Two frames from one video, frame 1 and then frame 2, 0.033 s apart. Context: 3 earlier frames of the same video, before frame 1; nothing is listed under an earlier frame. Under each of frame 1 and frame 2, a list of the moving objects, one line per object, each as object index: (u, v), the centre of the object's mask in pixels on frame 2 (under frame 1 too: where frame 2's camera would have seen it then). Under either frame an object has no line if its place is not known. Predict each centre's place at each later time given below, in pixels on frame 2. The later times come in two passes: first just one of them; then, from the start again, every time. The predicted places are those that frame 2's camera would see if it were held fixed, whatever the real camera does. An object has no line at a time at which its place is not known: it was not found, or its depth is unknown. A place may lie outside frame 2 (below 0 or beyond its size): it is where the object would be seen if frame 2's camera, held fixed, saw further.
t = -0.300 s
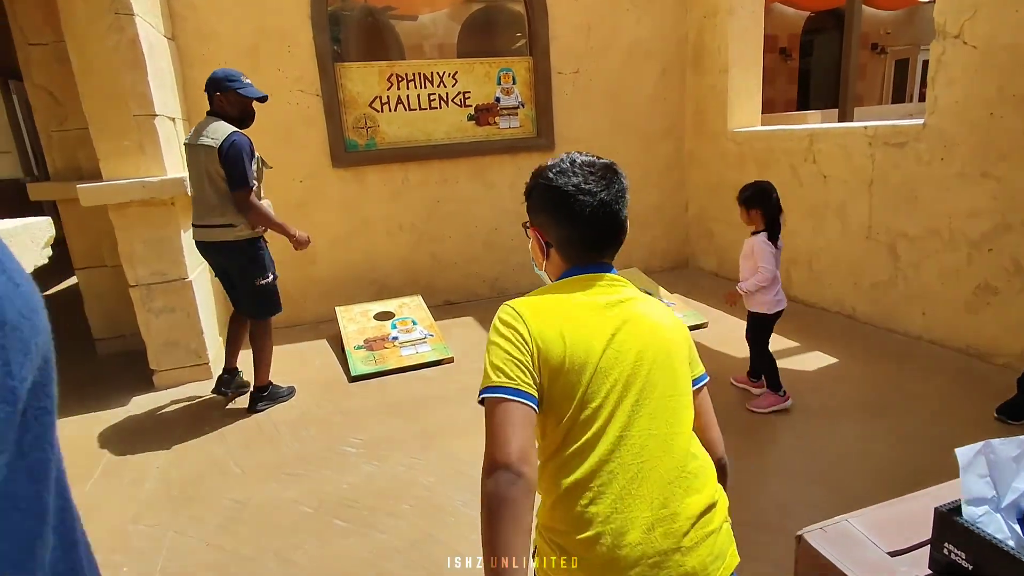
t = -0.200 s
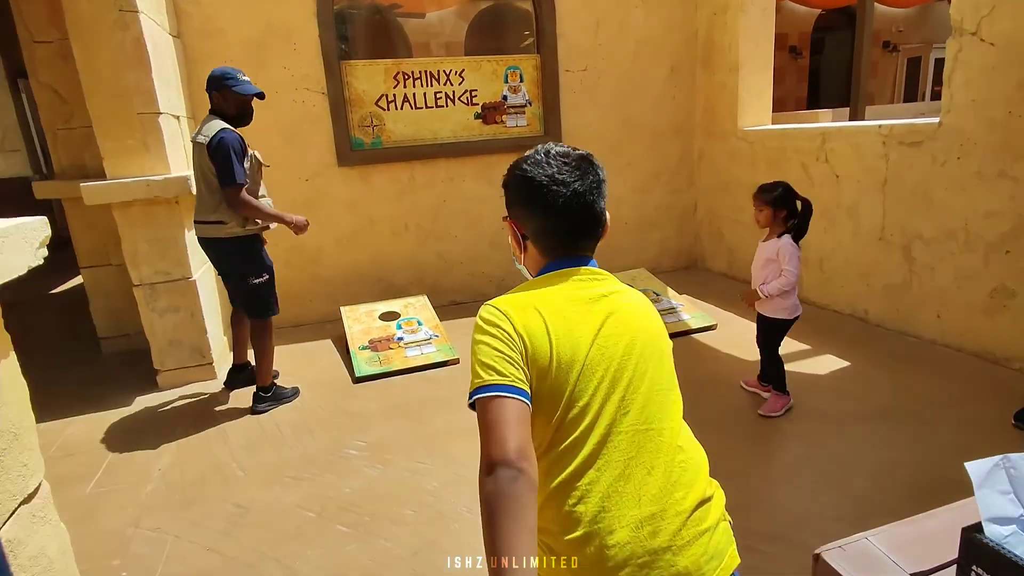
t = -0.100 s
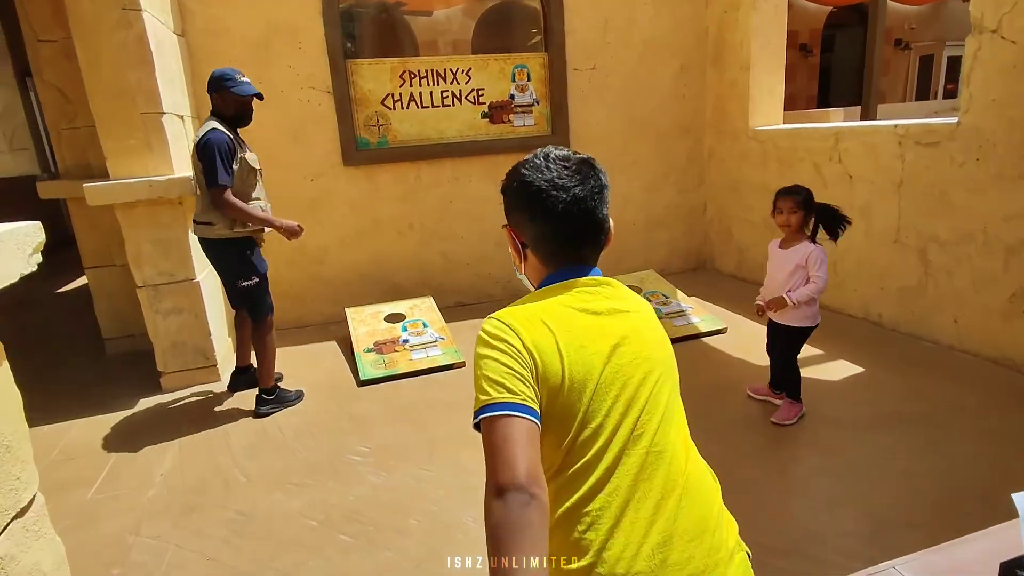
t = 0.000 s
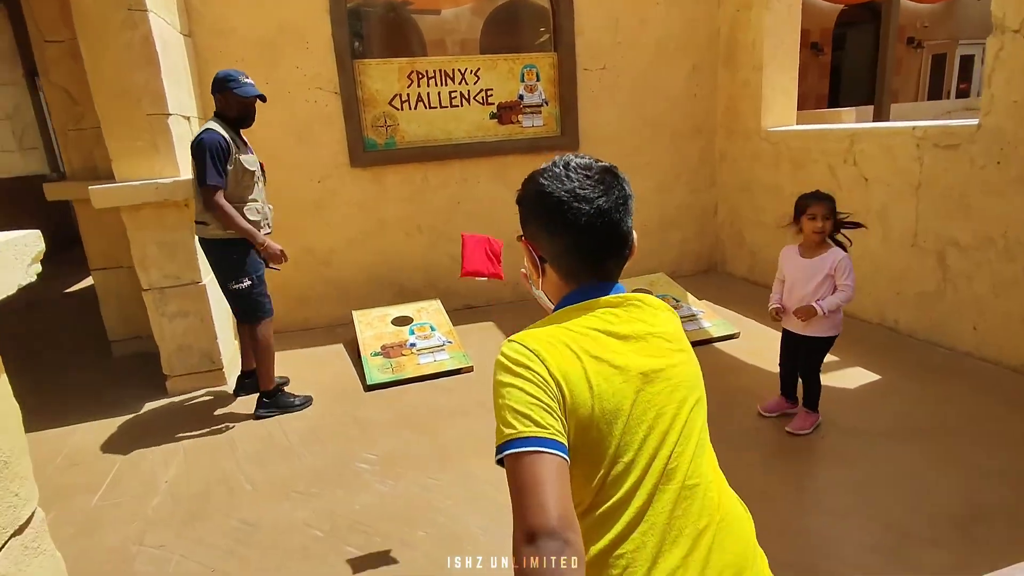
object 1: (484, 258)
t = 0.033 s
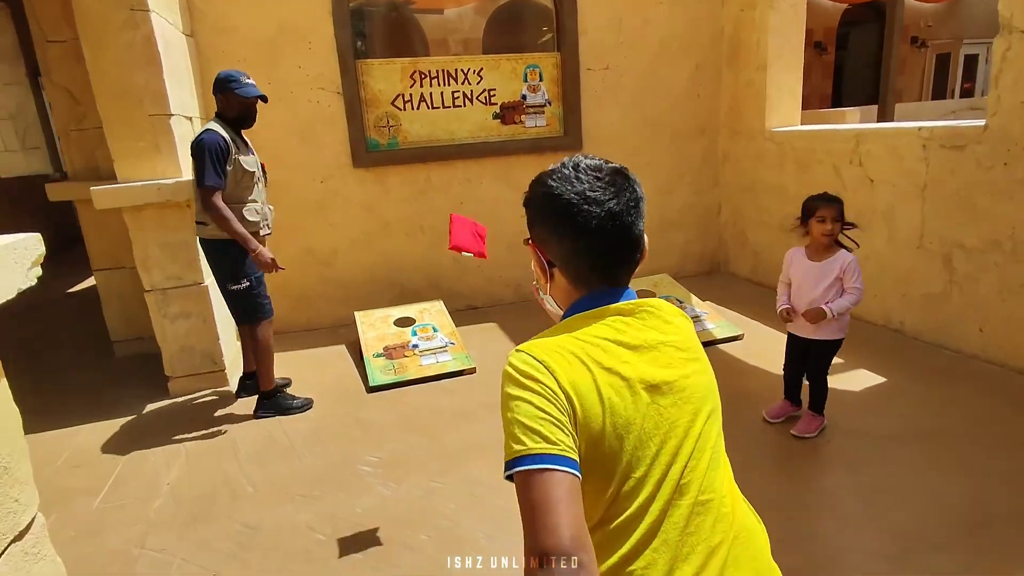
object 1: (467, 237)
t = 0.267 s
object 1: (391, 191)
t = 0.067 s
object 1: (452, 220)
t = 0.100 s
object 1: (439, 208)
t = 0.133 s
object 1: (426, 200)
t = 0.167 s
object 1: (416, 195)
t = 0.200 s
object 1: (406, 192)
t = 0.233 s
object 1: (398, 190)
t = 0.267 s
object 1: (391, 191)
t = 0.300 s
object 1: (384, 194)
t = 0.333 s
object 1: (379, 199)
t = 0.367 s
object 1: (374, 205)
